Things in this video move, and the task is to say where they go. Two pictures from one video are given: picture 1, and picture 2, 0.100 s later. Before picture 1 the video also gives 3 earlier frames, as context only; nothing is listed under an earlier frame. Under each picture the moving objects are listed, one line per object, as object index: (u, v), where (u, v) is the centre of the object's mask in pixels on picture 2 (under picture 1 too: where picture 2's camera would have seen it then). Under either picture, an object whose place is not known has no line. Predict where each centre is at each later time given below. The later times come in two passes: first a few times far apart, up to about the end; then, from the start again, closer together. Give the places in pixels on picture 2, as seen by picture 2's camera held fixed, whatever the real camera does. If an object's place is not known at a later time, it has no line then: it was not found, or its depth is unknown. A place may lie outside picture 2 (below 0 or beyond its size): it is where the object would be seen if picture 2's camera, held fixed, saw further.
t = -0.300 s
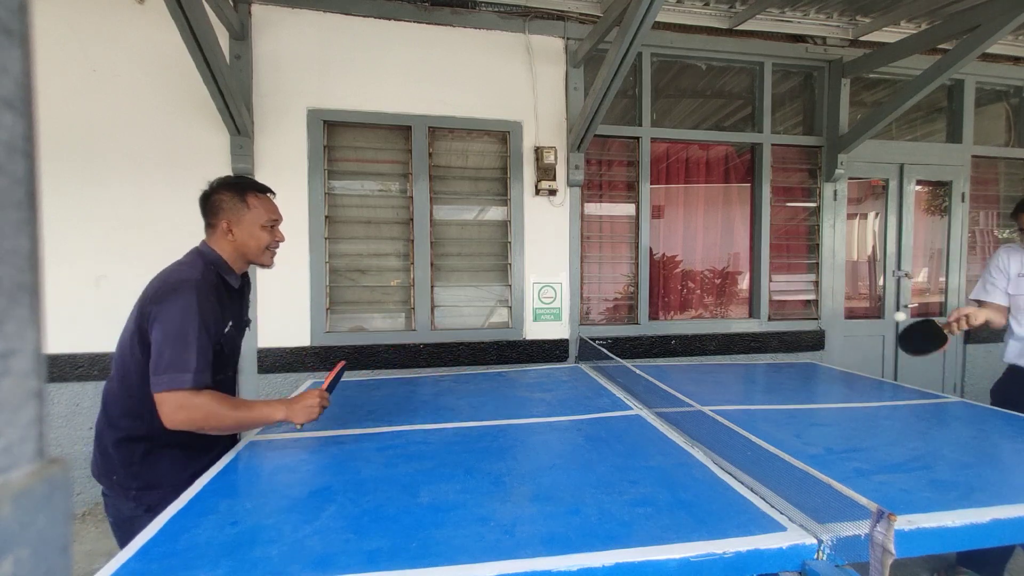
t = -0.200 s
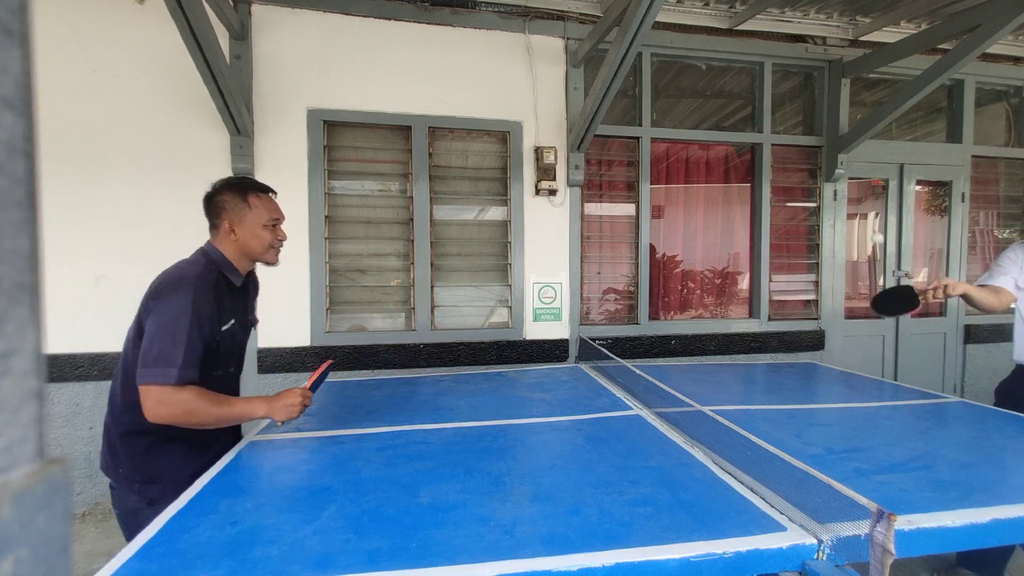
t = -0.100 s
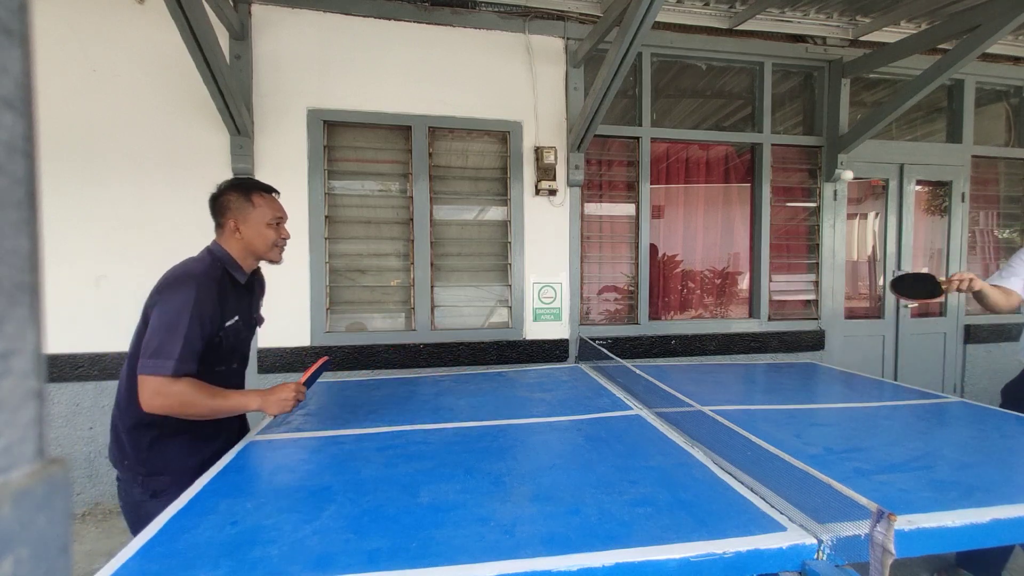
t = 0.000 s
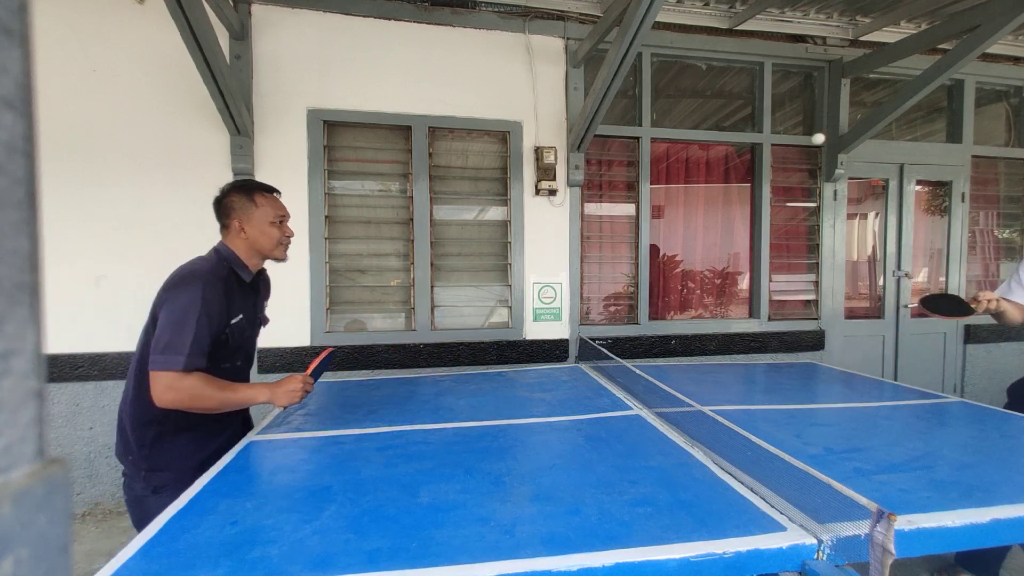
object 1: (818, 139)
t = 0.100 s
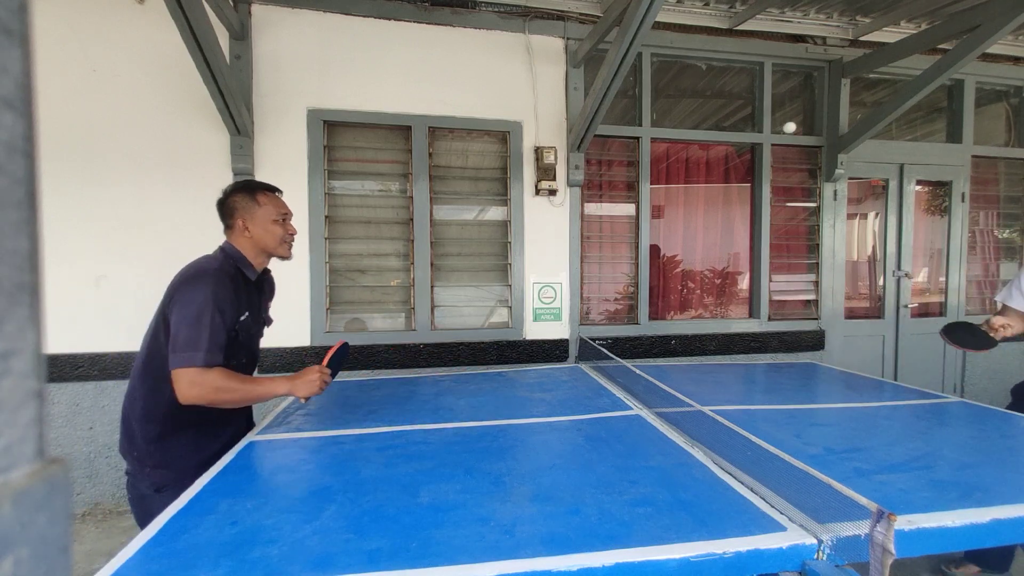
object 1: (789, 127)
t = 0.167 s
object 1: (770, 134)
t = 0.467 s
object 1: (682, 299)
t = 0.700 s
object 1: (699, 401)
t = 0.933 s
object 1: (779, 407)
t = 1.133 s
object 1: (850, 413)
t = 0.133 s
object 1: (780, 129)
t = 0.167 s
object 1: (770, 134)
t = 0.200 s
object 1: (760, 142)
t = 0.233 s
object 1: (750, 152)
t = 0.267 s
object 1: (741, 165)
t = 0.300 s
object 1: (731, 181)
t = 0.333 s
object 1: (722, 199)
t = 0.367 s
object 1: (712, 221)
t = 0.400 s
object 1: (702, 244)
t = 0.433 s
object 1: (692, 271)
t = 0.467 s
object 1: (682, 299)
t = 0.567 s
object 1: (659, 385)
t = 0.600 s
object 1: (668, 393)
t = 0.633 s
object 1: (677, 403)
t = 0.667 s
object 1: (687, 409)
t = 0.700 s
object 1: (699, 401)
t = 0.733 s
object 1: (710, 396)
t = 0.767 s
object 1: (722, 394)
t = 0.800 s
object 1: (733, 395)
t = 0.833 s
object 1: (744, 399)
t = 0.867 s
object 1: (756, 406)
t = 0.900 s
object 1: (766, 413)
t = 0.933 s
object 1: (779, 407)
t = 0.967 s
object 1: (791, 403)
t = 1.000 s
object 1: (803, 403)
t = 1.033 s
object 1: (815, 407)
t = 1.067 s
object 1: (826, 413)
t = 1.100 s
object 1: (838, 418)
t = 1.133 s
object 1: (850, 413)
